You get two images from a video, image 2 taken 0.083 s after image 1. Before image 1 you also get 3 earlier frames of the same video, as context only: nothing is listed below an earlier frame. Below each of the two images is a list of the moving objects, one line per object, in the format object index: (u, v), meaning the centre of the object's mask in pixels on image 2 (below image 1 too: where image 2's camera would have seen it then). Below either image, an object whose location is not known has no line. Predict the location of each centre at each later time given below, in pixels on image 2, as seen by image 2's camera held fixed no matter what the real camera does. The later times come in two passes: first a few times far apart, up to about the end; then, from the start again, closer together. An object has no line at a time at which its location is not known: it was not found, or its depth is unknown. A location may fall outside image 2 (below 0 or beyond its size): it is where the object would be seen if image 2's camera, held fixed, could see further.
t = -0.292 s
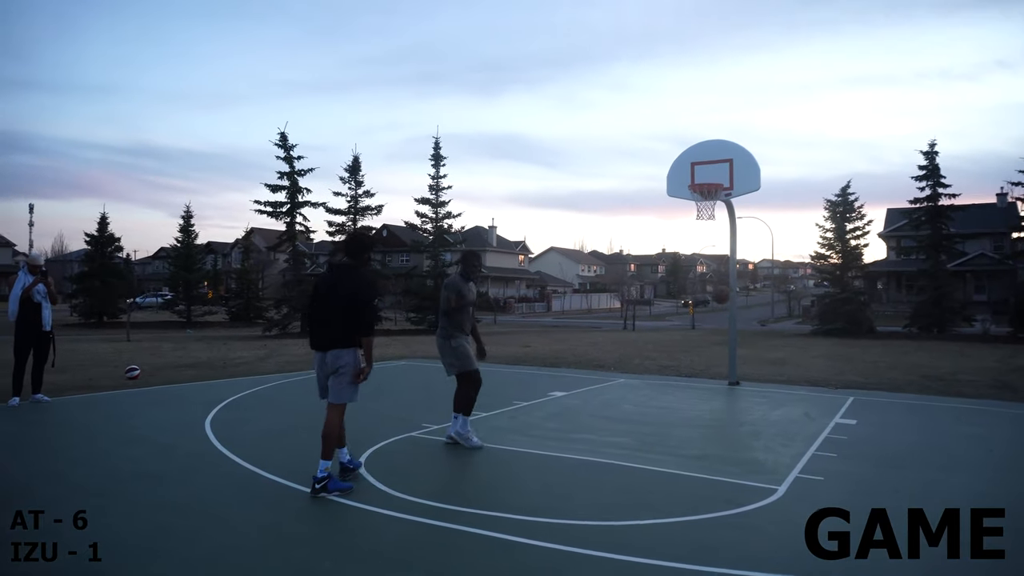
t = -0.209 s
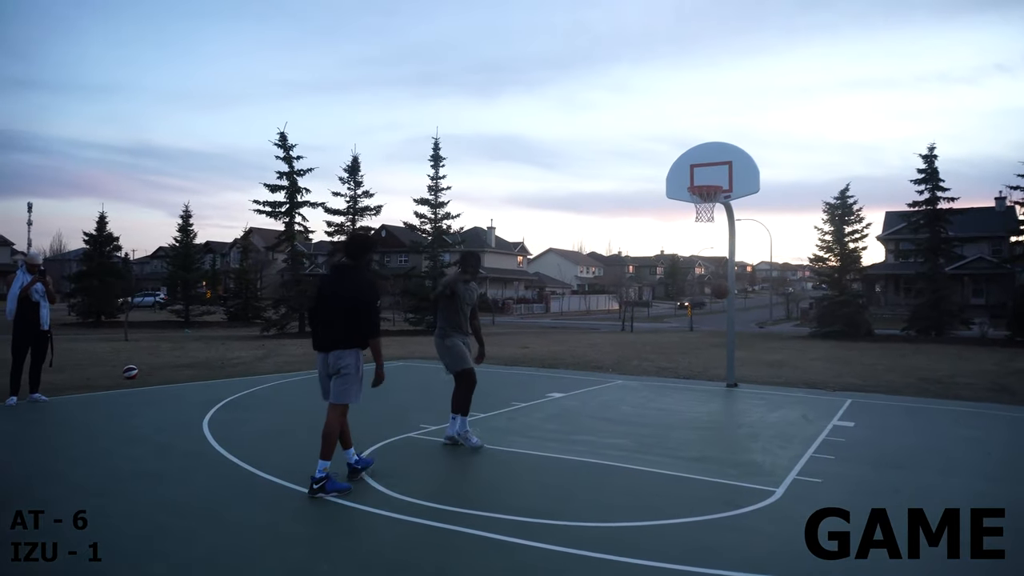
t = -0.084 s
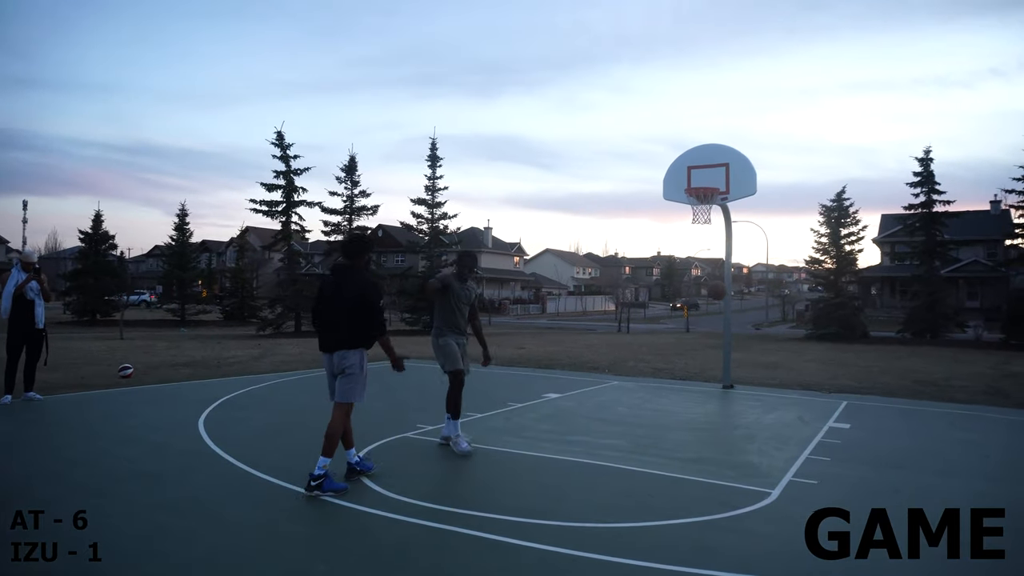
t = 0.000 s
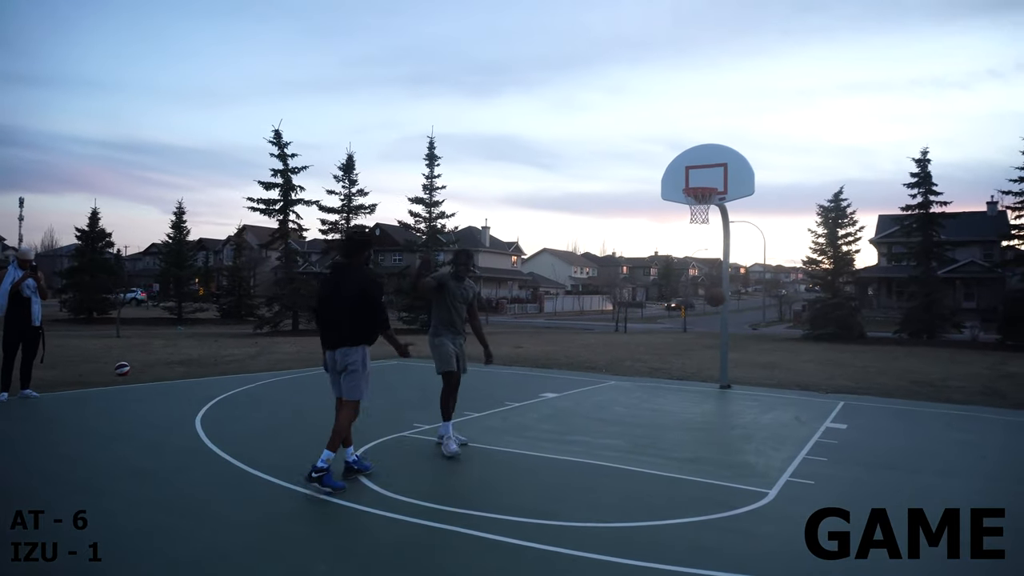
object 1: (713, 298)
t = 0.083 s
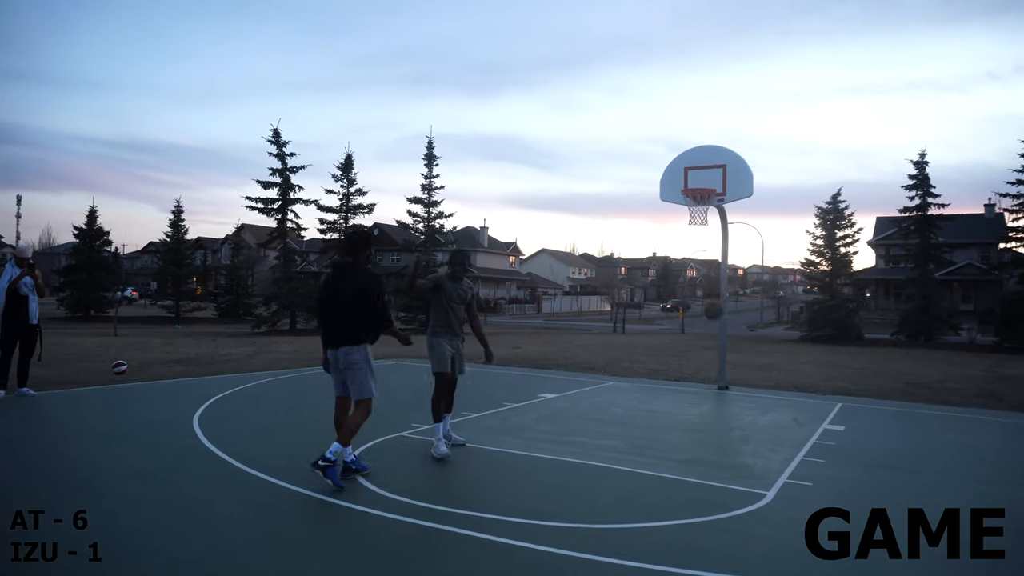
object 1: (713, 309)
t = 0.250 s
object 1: (713, 352)
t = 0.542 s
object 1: (715, 376)
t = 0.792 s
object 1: (720, 340)
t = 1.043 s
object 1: (724, 357)
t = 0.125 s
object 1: (713, 318)
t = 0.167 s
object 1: (713, 328)
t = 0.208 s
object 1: (713, 340)
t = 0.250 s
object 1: (713, 352)
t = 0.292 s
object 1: (712, 367)
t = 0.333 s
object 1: (712, 382)
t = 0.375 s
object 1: (713, 400)
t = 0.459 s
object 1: (714, 397)
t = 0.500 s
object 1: (714, 386)
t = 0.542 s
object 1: (715, 376)
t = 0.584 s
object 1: (716, 366)
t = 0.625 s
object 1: (717, 358)
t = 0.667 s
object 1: (718, 351)
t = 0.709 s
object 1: (719, 346)
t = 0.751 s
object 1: (719, 343)
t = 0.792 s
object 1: (720, 340)
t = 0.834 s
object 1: (721, 340)
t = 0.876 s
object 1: (721, 340)
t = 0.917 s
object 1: (722, 341)
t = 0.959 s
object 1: (723, 345)
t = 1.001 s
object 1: (724, 350)
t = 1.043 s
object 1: (724, 357)
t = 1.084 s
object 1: (725, 365)
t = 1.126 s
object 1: (725, 375)
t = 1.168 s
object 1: (725, 386)
